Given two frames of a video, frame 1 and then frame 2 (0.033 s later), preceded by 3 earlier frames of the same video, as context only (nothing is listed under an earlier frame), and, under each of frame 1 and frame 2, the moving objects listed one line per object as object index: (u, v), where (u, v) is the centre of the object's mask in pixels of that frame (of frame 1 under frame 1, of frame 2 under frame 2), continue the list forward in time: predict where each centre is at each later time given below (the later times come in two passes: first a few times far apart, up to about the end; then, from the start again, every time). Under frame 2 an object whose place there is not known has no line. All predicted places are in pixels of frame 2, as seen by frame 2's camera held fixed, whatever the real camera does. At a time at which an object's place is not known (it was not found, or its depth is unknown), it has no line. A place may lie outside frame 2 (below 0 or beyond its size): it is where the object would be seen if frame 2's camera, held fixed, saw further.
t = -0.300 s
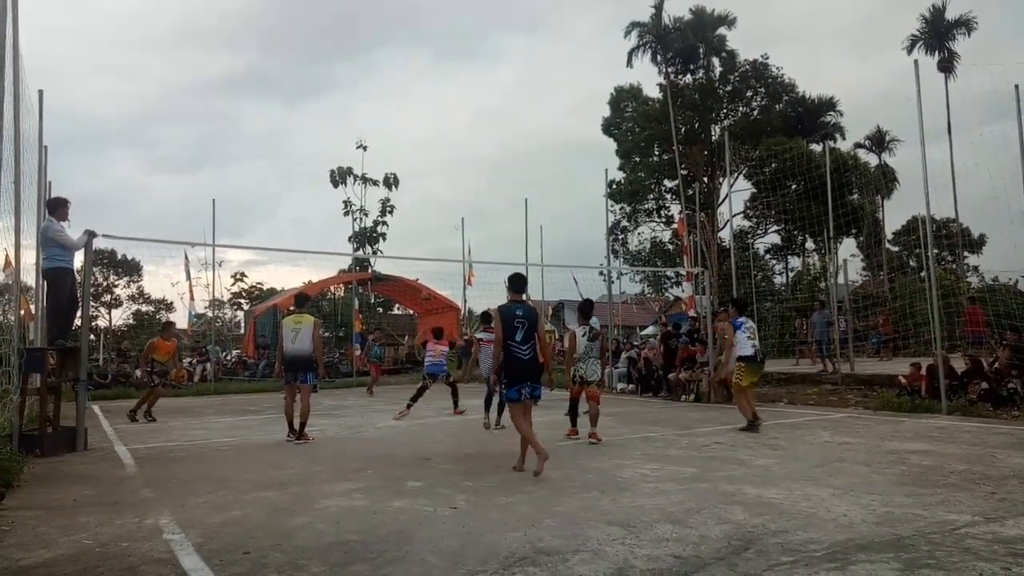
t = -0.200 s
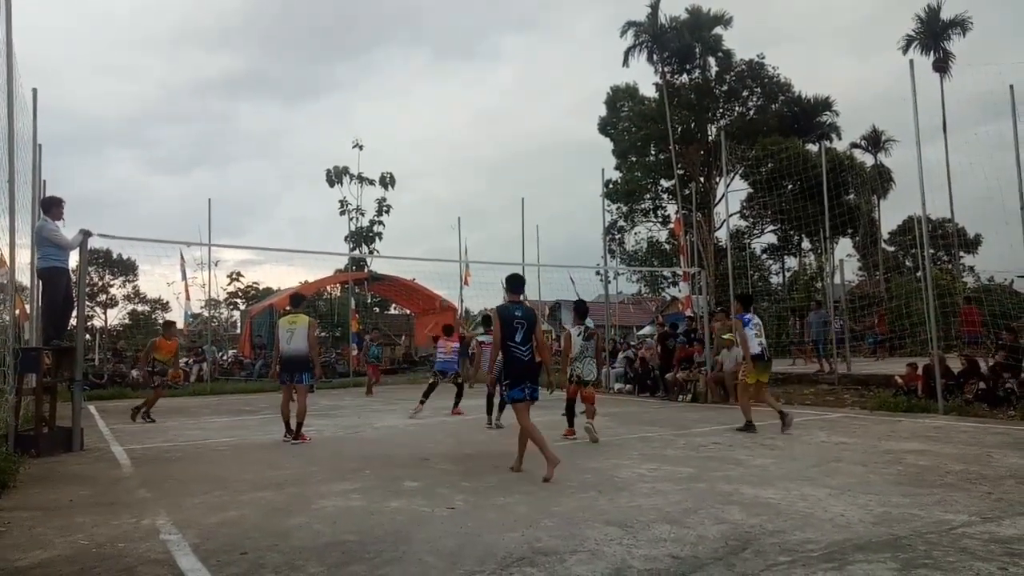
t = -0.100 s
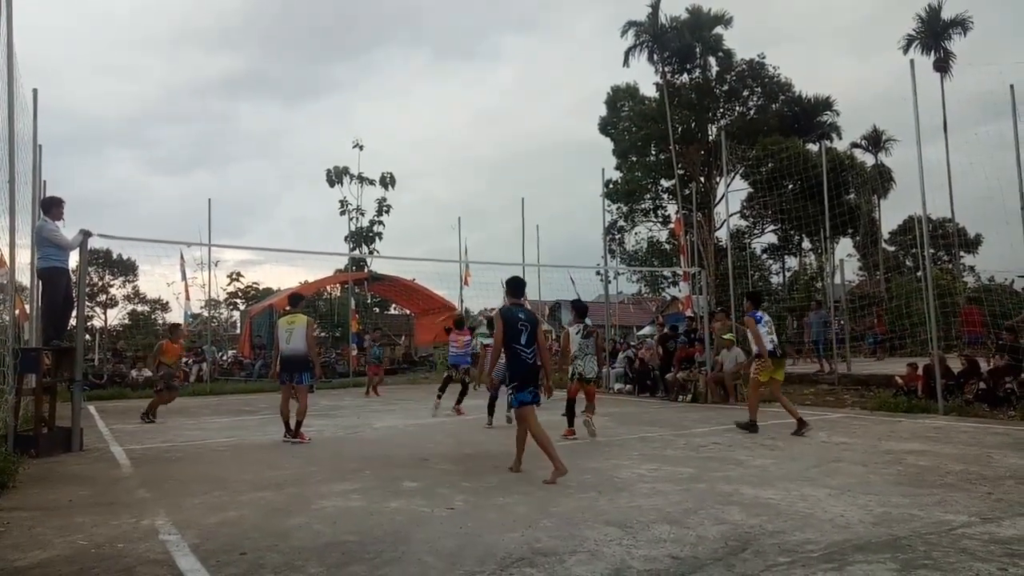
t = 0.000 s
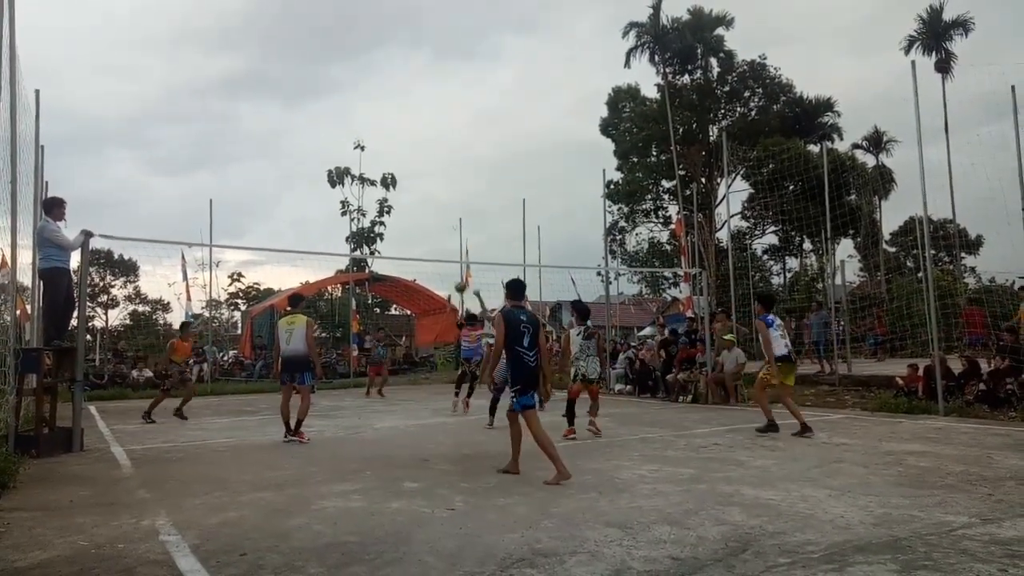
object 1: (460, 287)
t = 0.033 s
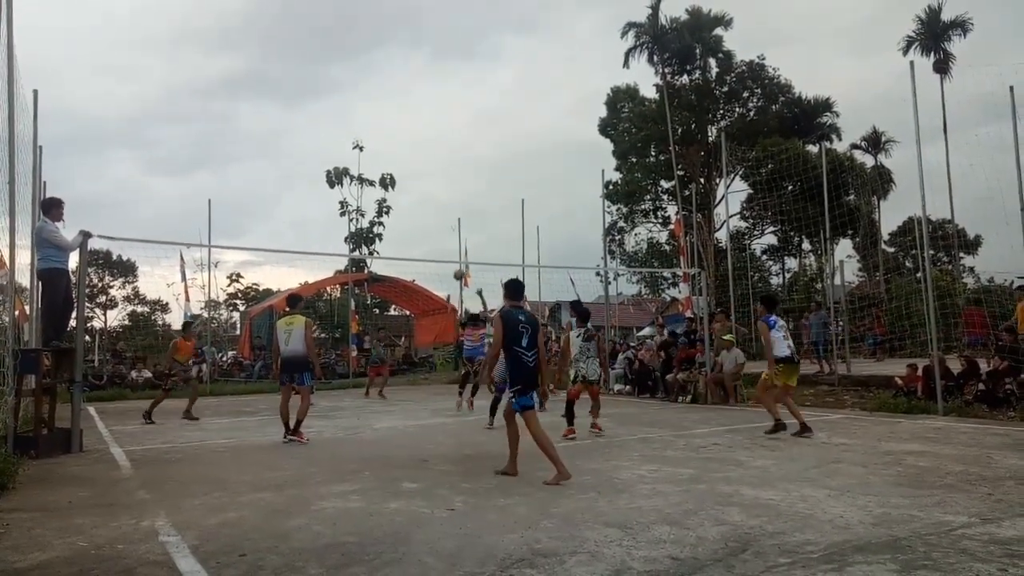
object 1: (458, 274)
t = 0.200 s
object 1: (457, 223)
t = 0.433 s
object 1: (455, 178)
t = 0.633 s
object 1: (453, 165)
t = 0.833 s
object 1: (452, 172)
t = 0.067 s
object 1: (458, 263)
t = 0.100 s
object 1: (458, 251)
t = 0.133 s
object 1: (457, 241)
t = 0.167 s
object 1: (457, 231)
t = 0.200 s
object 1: (457, 223)
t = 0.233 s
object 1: (457, 214)
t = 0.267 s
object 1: (455, 207)
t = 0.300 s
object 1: (456, 200)
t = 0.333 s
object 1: (455, 194)
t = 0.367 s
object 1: (455, 188)
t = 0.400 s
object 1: (455, 183)
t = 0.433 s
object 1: (455, 178)
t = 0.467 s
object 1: (454, 174)
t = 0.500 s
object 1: (454, 172)
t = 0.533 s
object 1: (454, 169)
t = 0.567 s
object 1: (454, 167)
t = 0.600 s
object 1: (454, 166)
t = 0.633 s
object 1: (453, 165)
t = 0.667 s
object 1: (453, 164)
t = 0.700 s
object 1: (453, 165)
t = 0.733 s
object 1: (453, 166)
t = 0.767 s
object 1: (453, 167)
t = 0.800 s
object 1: (452, 169)
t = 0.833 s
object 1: (452, 172)
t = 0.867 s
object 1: (452, 175)
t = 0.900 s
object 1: (452, 179)
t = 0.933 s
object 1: (452, 183)
